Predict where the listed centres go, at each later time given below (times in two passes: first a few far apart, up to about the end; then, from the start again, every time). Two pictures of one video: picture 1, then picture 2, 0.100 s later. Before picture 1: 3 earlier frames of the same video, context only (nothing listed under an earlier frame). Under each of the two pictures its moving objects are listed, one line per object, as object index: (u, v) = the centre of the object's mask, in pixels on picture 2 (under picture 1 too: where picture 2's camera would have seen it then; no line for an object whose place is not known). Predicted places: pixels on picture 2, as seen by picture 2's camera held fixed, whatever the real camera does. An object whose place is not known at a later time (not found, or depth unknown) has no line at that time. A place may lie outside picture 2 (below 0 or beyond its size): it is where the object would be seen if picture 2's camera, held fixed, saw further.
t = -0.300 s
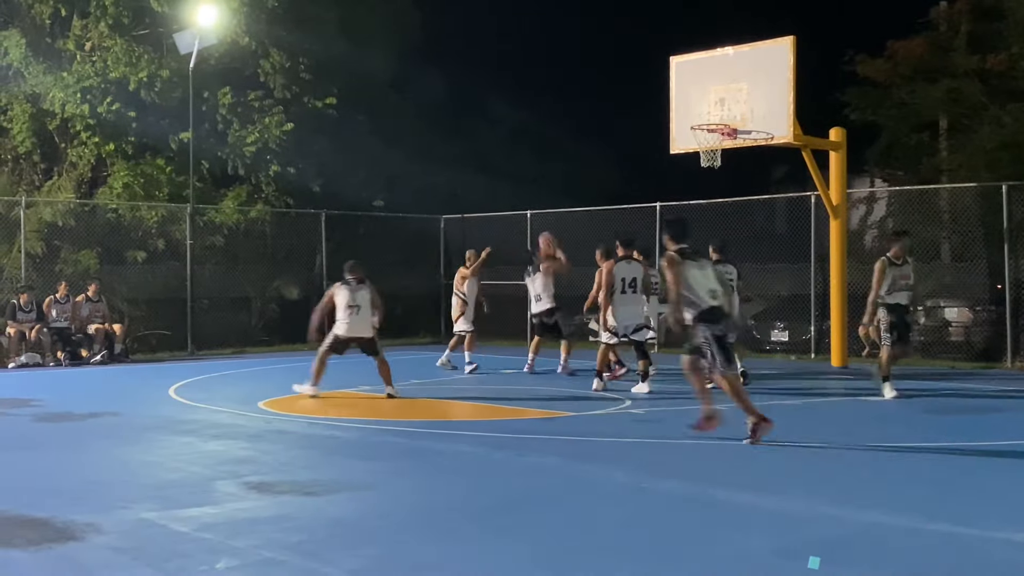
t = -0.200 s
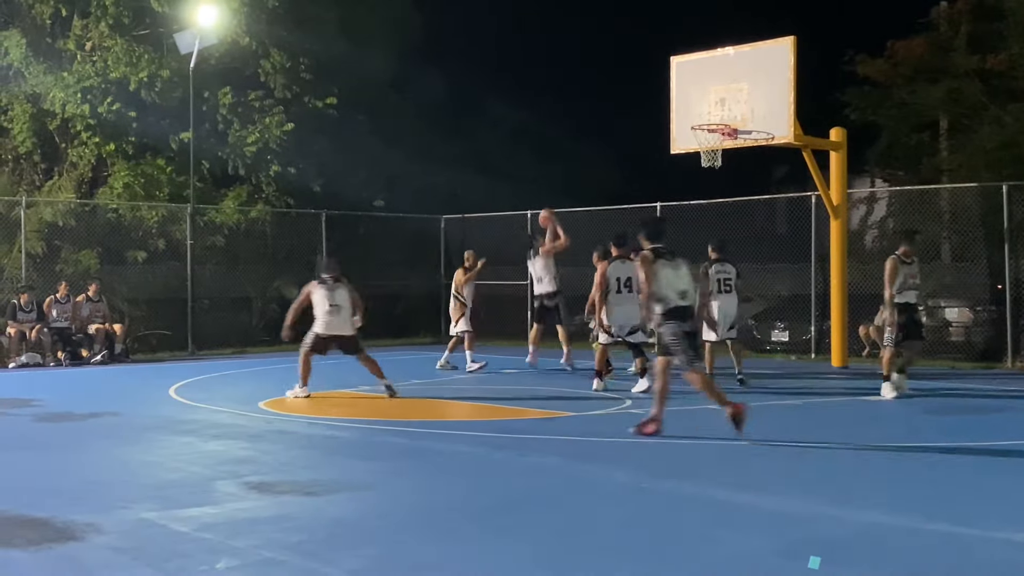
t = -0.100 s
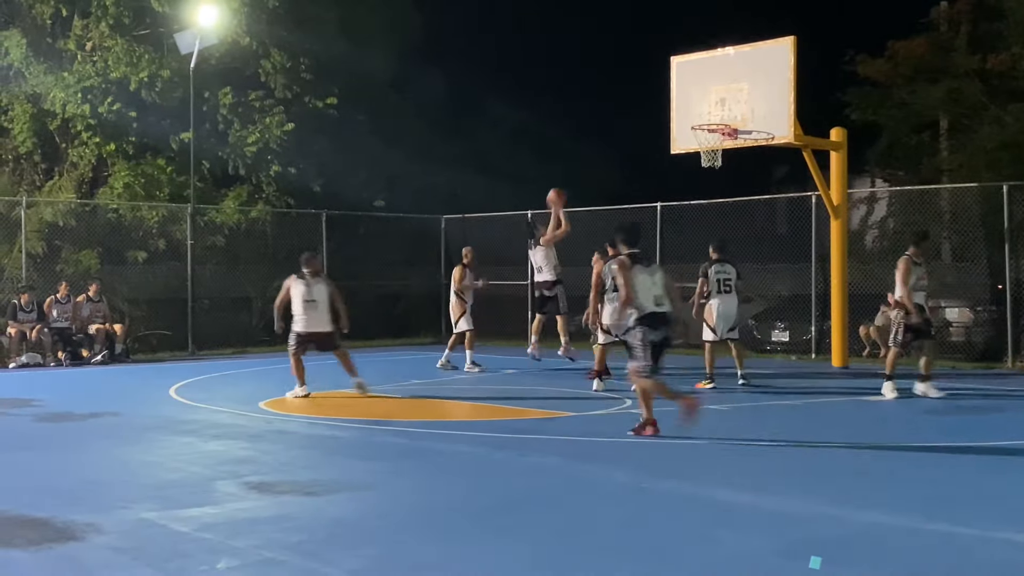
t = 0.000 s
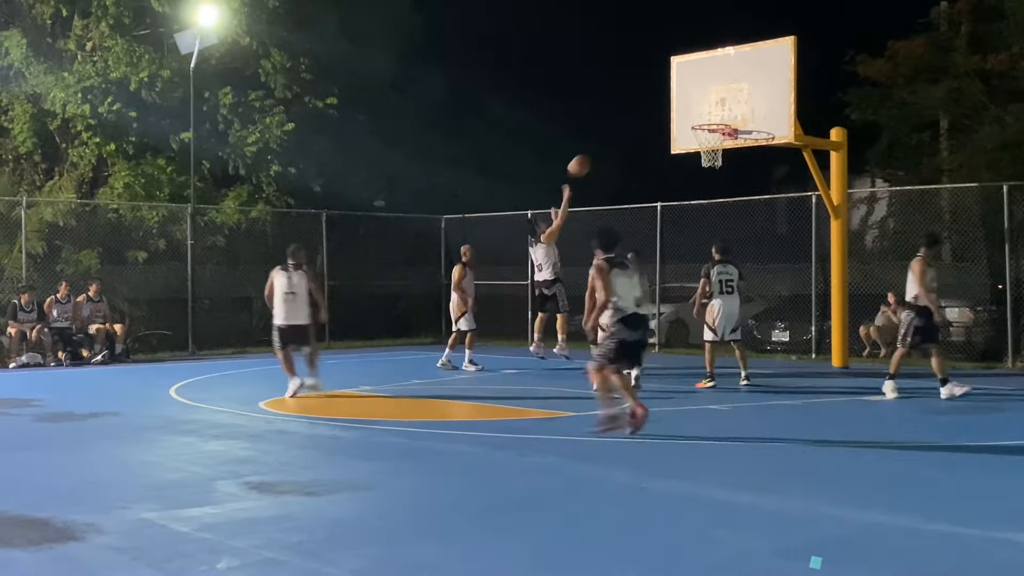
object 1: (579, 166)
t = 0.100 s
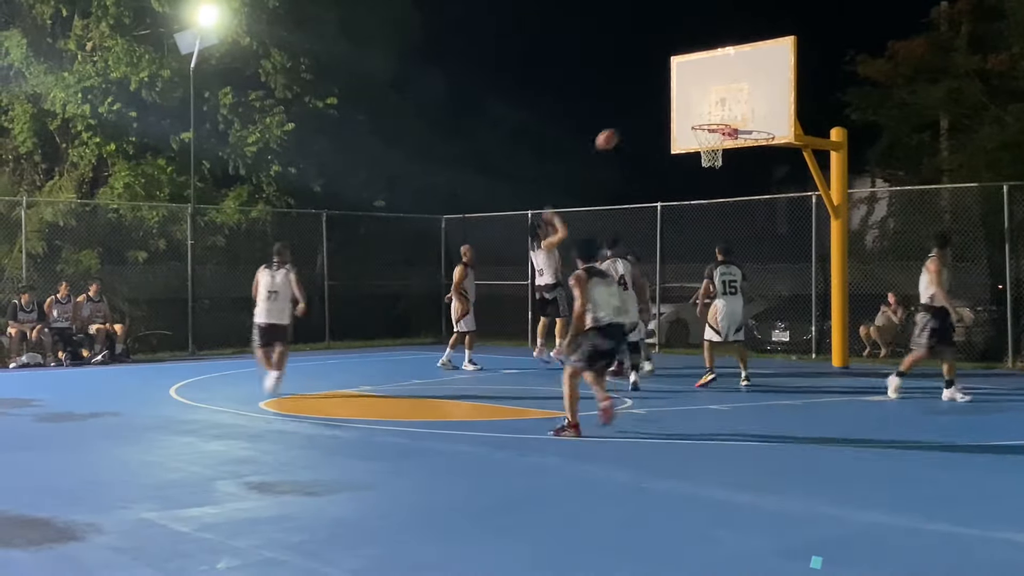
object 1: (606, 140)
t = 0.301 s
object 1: (662, 108)
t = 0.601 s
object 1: (717, 118)
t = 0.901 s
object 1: (696, 145)
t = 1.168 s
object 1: (717, 168)
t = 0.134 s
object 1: (617, 132)
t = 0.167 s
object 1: (626, 125)
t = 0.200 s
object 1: (635, 119)
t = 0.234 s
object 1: (644, 115)
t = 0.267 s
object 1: (654, 111)
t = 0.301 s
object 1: (662, 108)
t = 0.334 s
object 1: (671, 105)
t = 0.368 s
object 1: (683, 104)
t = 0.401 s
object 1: (692, 103)
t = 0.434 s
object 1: (701, 104)
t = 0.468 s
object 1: (711, 105)
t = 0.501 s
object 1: (716, 107)
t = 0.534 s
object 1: (716, 110)
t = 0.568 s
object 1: (716, 114)
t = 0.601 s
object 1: (717, 118)
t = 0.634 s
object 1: (717, 124)
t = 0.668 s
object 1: (713, 128)
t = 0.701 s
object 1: (707, 133)
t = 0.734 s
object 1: (701, 139)
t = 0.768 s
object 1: (697, 141)
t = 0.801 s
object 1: (695, 143)
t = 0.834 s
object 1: (694, 143)
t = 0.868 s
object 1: (695, 144)
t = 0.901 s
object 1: (696, 145)
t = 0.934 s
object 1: (698, 146)
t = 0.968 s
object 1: (701, 148)
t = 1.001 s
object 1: (704, 151)
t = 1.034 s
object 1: (706, 152)
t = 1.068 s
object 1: (709, 155)
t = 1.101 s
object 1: (712, 157)
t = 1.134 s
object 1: (714, 159)
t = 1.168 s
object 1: (717, 168)
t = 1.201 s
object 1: (720, 173)
